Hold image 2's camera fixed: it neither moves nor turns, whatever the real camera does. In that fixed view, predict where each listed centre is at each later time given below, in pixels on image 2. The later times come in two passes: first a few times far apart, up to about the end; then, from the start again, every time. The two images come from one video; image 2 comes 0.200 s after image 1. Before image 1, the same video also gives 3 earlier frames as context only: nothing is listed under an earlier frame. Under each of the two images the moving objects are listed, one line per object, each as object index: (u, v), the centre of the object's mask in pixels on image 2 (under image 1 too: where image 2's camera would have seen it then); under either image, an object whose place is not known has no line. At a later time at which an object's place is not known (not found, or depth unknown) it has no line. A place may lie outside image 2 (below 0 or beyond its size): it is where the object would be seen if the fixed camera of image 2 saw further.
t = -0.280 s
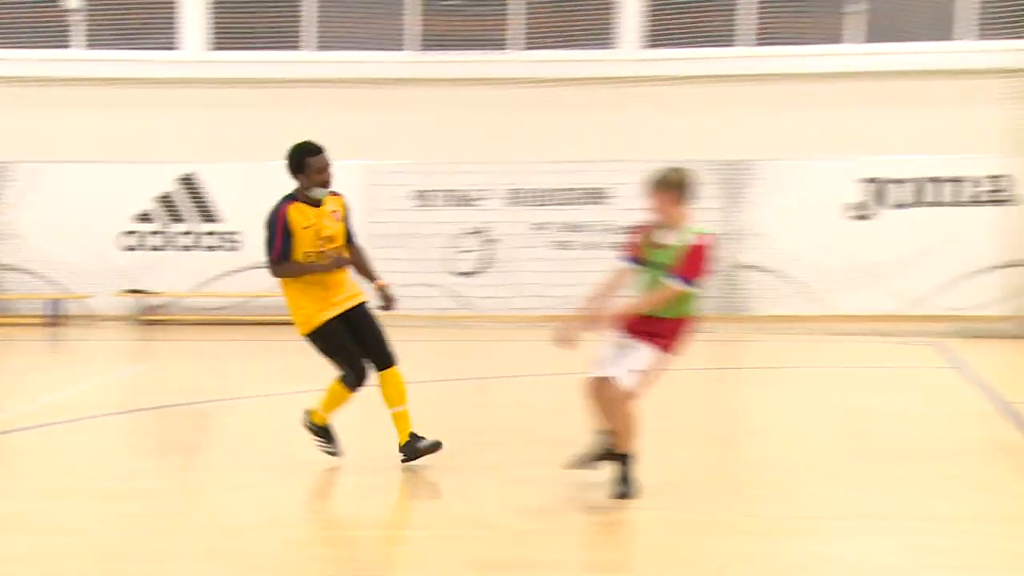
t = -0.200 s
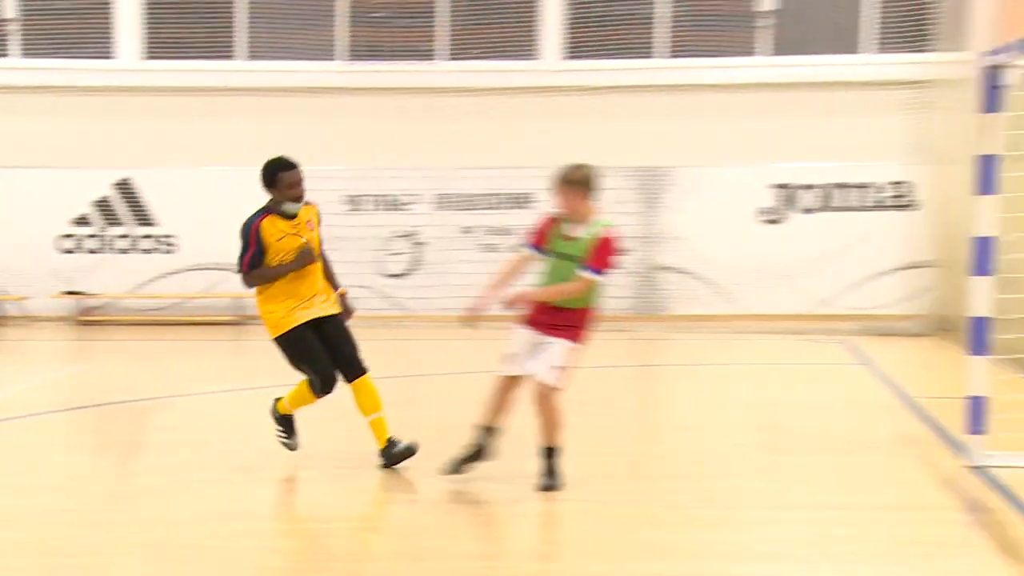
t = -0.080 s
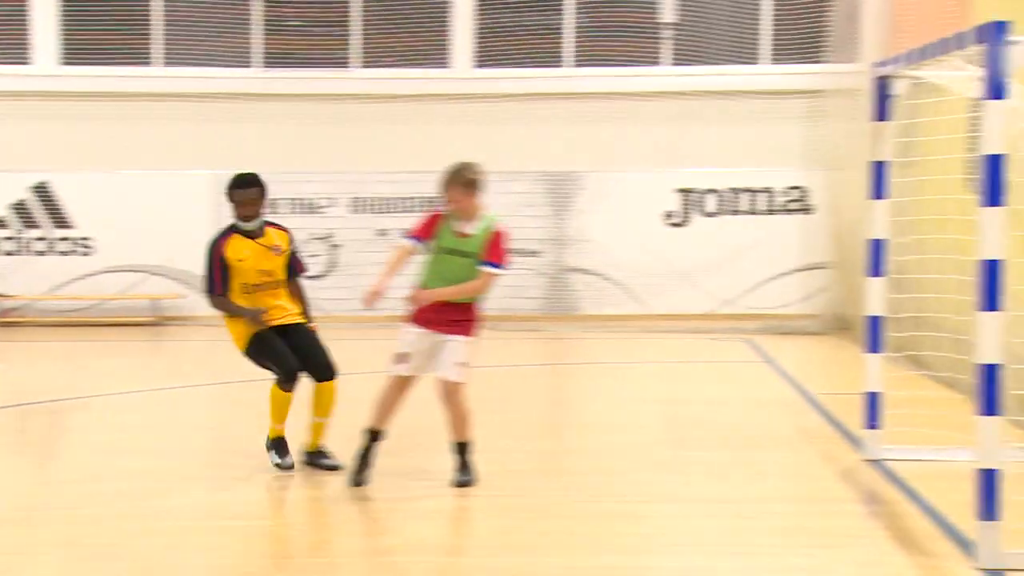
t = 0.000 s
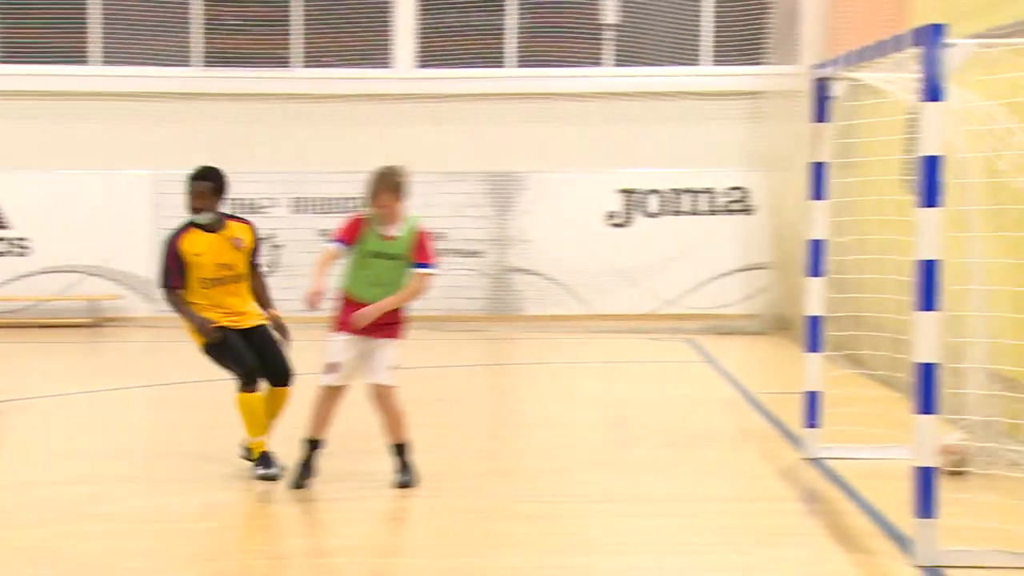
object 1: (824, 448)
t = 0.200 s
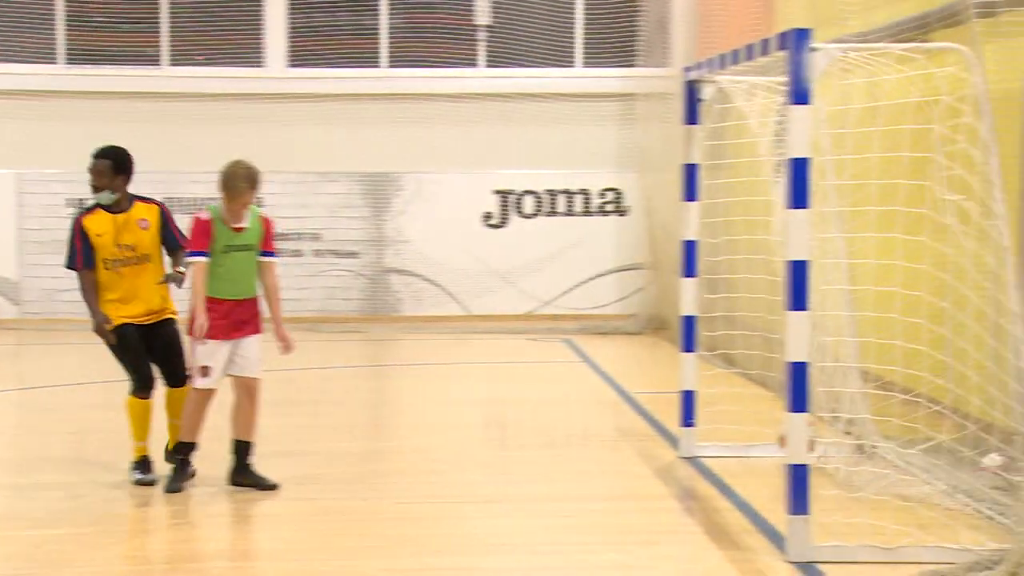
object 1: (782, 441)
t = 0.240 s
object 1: (780, 442)
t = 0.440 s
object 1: (765, 441)
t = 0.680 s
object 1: (730, 442)
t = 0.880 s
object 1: (703, 438)
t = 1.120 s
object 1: (691, 442)
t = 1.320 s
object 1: (680, 444)
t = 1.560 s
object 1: (666, 446)
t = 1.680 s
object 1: (659, 447)
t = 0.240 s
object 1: (780, 442)
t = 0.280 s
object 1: (778, 446)
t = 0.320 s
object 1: (775, 440)
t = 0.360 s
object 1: (772, 437)
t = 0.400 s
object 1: (769, 438)
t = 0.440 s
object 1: (765, 441)
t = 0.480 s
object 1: (760, 446)
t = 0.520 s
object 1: (753, 442)
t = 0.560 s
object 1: (747, 438)
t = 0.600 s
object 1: (742, 438)
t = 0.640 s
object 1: (735, 441)
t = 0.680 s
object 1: (730, 442)
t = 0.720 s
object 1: (725, 439)
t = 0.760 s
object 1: (719, 439)
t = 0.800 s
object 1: (714, 441)
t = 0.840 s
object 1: (709, 439)
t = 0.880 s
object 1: (703, 438)
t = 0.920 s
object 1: (701, 439)
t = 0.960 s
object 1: (700, 441)
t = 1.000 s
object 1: (697, 441)
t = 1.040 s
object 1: (695, 441)
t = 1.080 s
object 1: (693, 442)
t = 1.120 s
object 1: (691, 442)
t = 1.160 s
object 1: (690, 442)
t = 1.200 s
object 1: (687, 443)
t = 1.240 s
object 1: (684, 444)
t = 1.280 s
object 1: (682, 444)
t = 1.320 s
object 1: (680, 444)
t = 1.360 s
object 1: (678, 445)
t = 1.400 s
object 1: (676, 445)
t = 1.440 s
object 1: (673, 446)
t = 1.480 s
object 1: (670, 446)
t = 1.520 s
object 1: (668, 446)
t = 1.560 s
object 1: (666, 446)
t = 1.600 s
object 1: (664, 446)
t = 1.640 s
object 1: (661, 447)
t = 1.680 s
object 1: (659, 447)
